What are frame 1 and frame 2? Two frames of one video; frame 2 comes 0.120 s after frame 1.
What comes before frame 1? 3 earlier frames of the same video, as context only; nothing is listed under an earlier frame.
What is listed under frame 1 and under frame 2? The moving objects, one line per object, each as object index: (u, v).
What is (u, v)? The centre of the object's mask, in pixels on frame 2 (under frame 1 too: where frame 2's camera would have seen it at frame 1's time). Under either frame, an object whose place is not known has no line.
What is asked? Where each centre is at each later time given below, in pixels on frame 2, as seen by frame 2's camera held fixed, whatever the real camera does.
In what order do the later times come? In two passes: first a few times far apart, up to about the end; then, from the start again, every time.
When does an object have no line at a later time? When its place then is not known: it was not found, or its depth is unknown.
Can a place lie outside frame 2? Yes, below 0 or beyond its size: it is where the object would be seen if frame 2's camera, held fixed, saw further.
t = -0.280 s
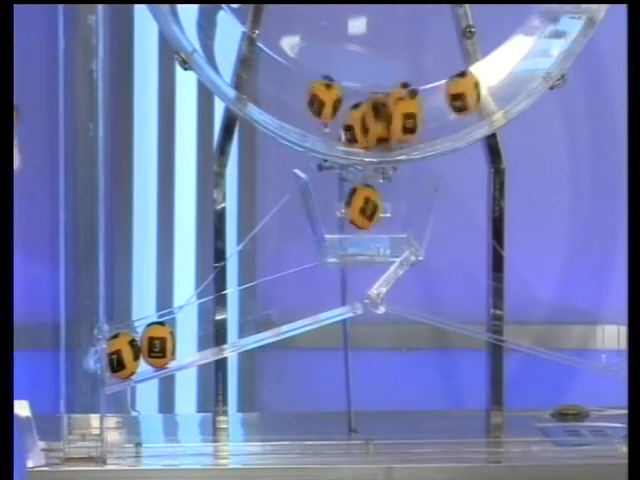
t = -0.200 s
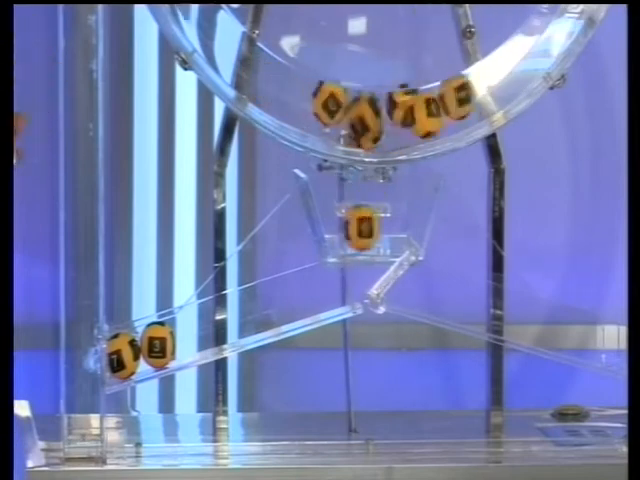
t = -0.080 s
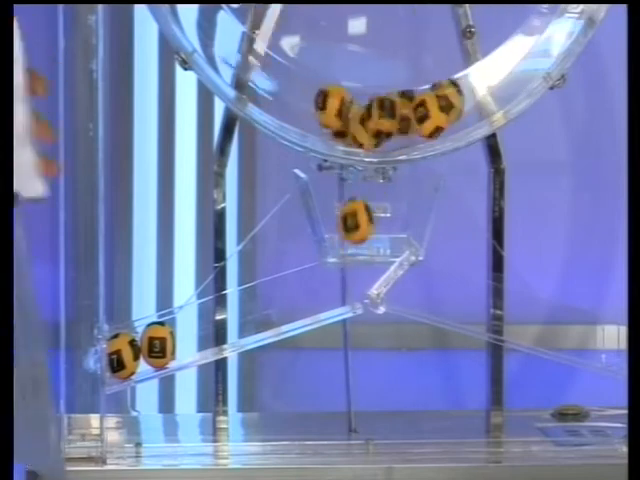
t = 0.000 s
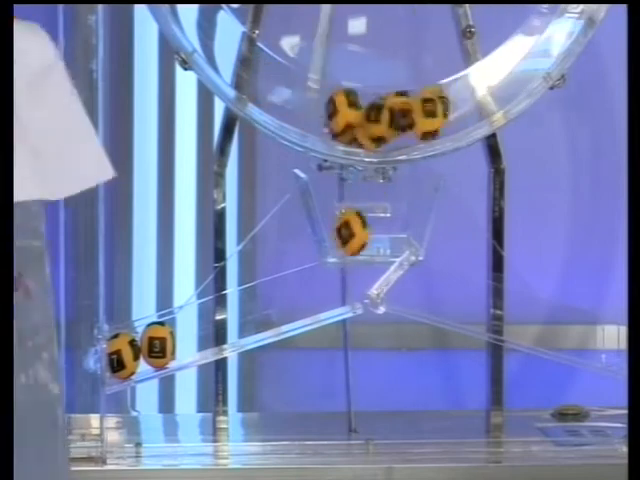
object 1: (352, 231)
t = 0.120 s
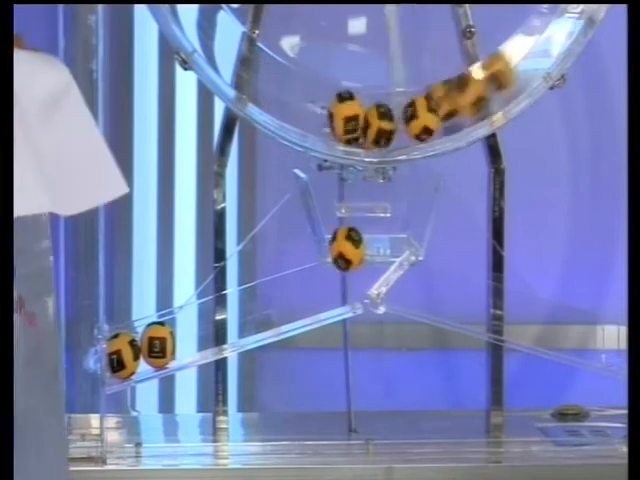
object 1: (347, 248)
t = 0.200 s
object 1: (346, 248)
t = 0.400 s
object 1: (349, 264)
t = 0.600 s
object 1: (332, 285)
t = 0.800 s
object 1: (284, 301)
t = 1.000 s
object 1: (196, 330)
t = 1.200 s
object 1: (193, 332)
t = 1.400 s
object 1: (193, 333)
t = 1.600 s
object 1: (193, 333)
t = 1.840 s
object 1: (193, 333)
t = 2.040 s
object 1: (193, 333)
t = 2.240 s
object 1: (193, 333)
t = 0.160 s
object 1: (347, 248)
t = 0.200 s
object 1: (346, 248)
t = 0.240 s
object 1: (349, 250)
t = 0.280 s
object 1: (349, 254)
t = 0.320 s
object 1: (349, 256)
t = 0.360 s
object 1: (349, 260)
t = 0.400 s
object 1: (349, 264)
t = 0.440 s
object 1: (349, 274)
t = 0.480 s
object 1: (346, 278)
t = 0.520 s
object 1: (342, 279)
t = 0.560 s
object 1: (336, 282)
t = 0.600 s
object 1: (332, 285)
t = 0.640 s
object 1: (326, 289)
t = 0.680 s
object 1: (317, 288)
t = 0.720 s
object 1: (308, 293)
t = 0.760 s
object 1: (296, 298)
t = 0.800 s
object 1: (284, 301)
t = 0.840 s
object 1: (268, 306)
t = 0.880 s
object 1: (253, 314)
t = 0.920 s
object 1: (234, 318)
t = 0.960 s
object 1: (214, 323)
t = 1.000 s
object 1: (196, 330)
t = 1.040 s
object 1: (200, 330)
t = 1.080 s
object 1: (203, 329)
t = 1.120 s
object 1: (202, 330)
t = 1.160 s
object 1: (197, 331)
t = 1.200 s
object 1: (193, 332)
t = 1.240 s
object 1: (193, 333)
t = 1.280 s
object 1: (193, 333)
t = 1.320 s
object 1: (193, 333)
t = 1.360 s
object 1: (193, 333)
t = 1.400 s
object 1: (193, 333)
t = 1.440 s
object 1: (193, 333)
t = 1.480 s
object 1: (193, 333)
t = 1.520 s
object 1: (193, 333)
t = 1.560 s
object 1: (193, 333)
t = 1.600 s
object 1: (193, 333)
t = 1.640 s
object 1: (193, 333)
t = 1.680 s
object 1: (193, 333)
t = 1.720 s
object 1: (193, 333)
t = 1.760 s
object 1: (193, 333)
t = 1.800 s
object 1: (193, 333)
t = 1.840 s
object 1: (193, 333)
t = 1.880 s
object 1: (193, 333)
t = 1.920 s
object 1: (193, 333)
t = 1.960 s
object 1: (193, 333)
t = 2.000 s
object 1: (193, 333)
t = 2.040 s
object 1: (193, 333)
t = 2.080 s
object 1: (193, 333)
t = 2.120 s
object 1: (193, 333)
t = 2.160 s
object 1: (193, 333)
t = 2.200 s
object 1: (193, 333)
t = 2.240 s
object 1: (193, 333)
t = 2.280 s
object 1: (193, 333)
